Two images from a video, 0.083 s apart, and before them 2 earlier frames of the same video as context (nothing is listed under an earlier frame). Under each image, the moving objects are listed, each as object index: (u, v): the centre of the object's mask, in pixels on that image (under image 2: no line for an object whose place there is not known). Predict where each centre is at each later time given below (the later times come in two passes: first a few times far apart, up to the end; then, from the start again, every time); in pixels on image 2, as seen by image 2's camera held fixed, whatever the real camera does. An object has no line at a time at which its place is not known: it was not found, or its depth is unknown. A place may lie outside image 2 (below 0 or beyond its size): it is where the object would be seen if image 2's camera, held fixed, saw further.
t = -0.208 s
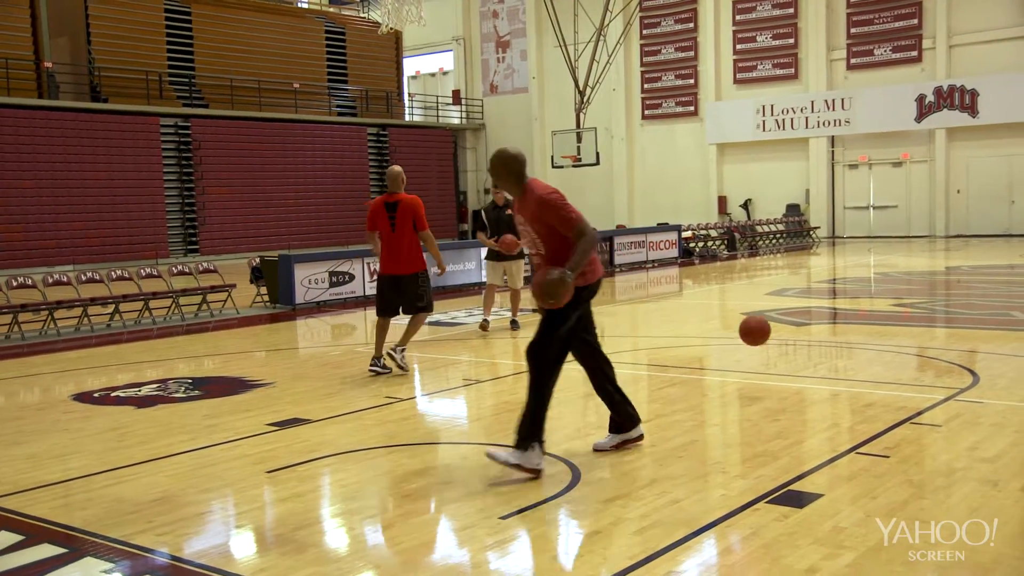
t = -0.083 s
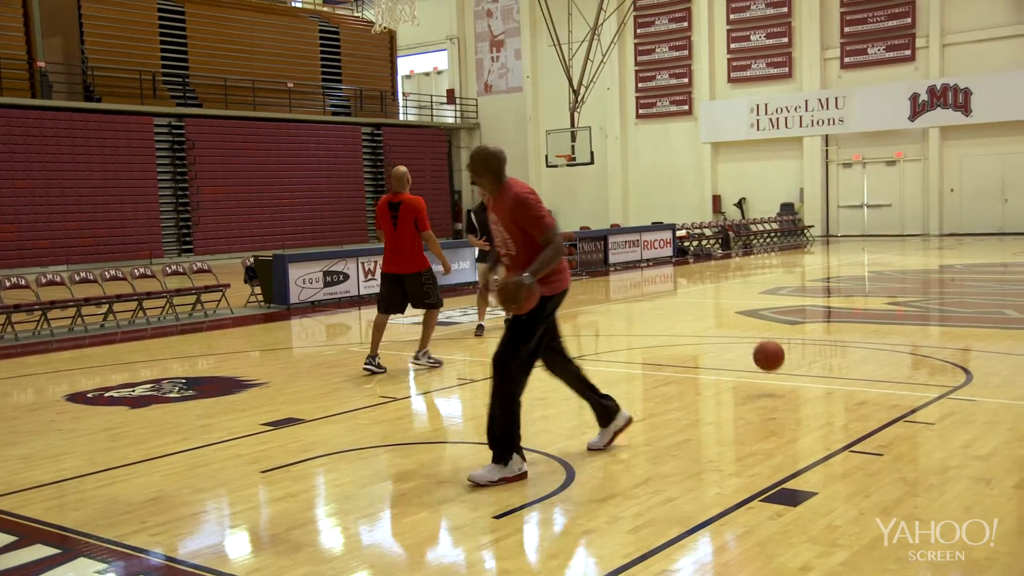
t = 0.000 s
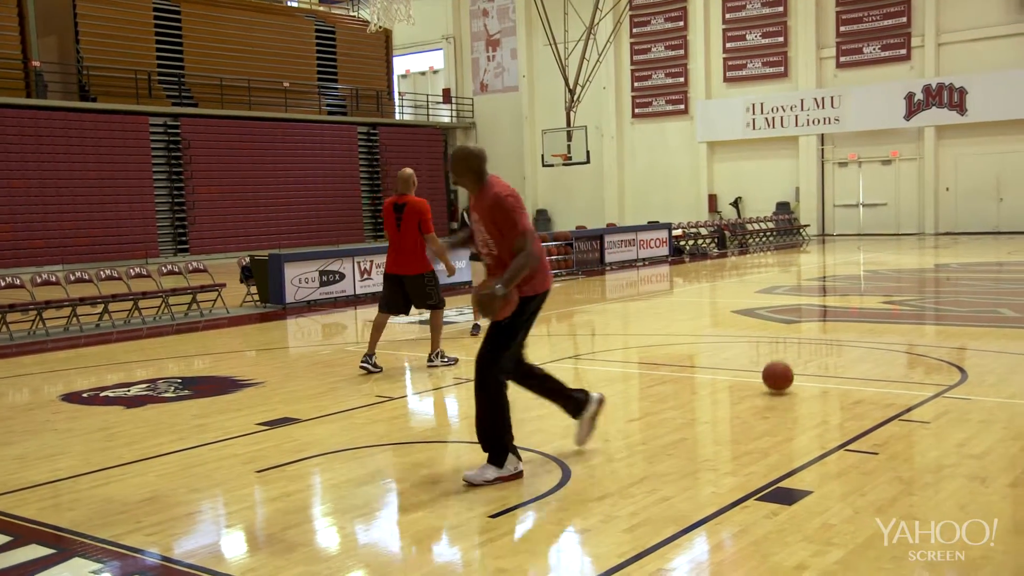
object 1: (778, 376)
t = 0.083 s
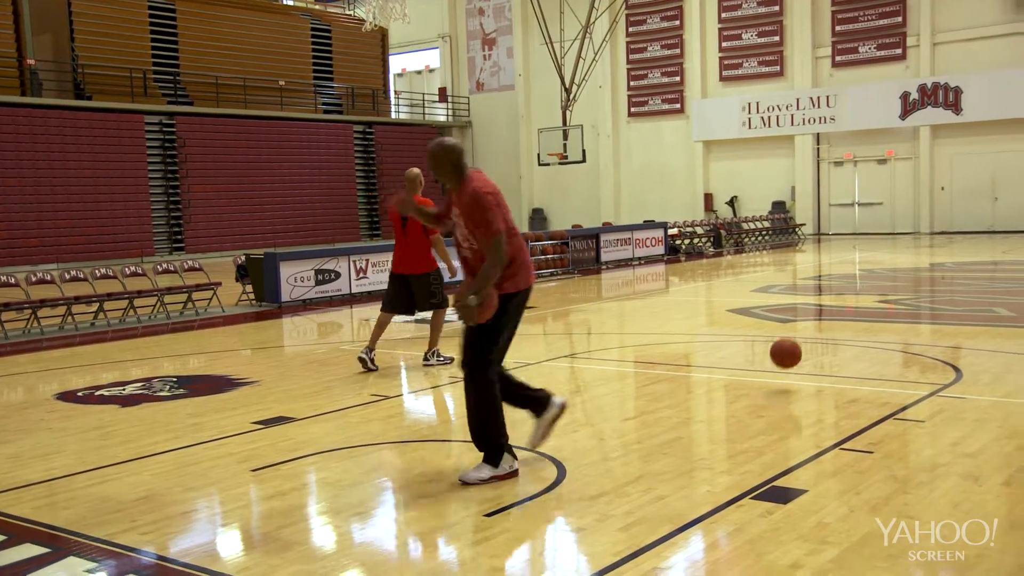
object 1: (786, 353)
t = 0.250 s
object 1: (812, 335)
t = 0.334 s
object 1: (825, 339)
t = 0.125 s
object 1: (792, 345)
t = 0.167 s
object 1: (799, 340)
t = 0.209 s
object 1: (805, 337)
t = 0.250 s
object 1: (812, 335)
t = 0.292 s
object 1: (818, 336)
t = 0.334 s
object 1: (825, 339)
